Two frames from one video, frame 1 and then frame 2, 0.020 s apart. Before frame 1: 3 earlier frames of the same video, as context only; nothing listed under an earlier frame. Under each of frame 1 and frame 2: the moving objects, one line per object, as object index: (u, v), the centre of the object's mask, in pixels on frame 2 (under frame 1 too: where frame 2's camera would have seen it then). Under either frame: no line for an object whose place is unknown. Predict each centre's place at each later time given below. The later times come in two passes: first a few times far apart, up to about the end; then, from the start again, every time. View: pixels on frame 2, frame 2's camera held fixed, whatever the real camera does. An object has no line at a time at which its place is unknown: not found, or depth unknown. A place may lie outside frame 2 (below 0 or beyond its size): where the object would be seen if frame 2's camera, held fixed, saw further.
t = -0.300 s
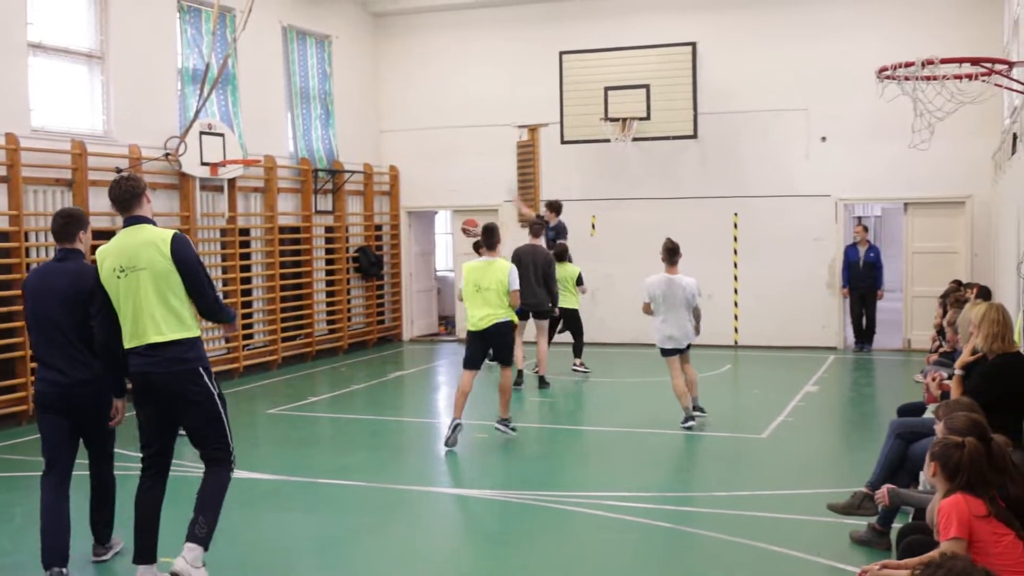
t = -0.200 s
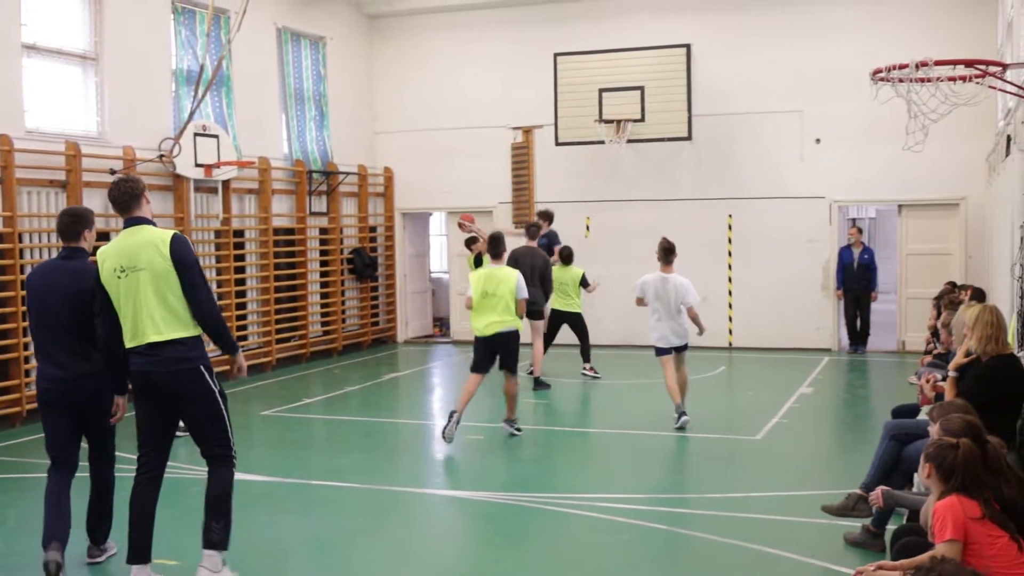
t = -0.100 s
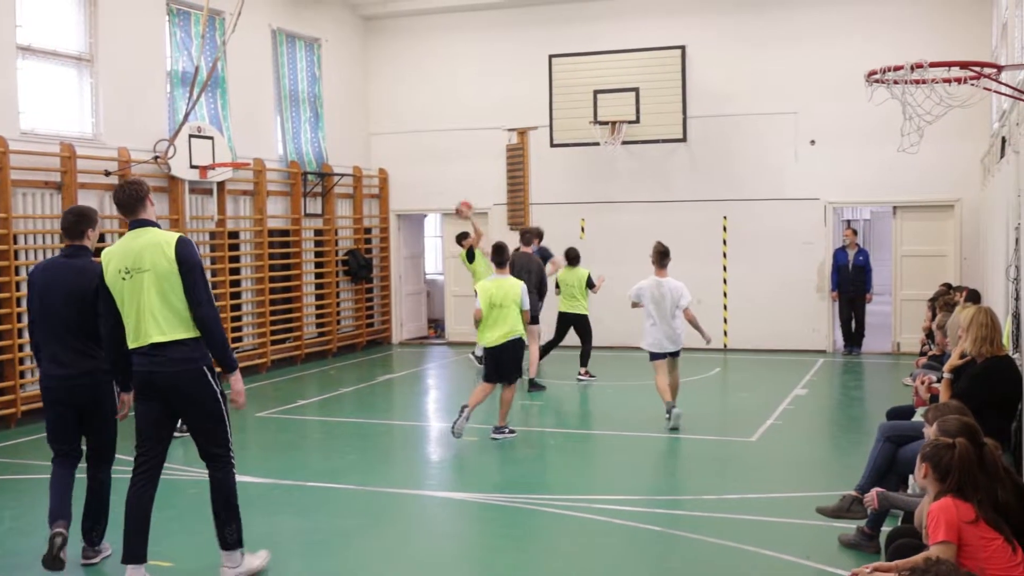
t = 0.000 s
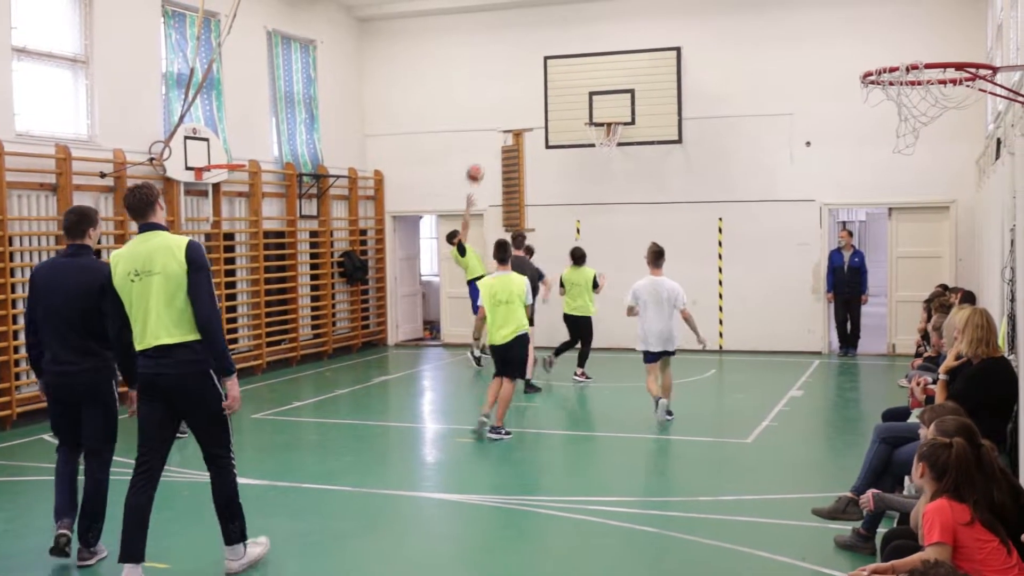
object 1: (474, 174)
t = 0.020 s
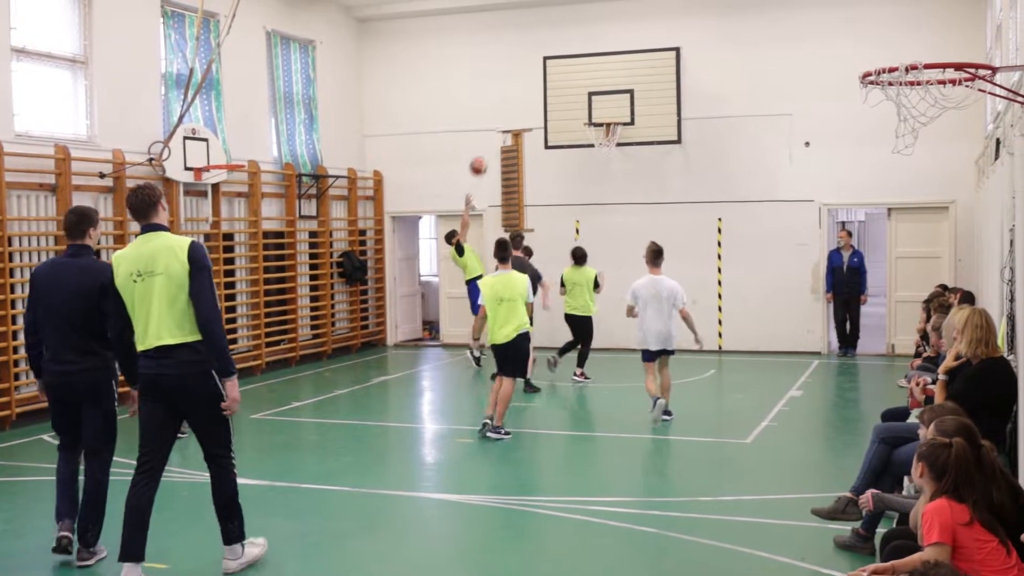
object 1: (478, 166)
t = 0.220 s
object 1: (518, 108)
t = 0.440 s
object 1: (557, 80)
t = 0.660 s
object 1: (577, 89)
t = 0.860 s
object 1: (598, 115)
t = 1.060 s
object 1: (603, 132)
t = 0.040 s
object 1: (482, 159)
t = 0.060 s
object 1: (486, 152)
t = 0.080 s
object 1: (490, 146)
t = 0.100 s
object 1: (494, 139)
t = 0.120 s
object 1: (498, 134)
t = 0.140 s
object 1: (502, 127)
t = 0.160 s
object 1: (506, 123)
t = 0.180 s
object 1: (510, 117)
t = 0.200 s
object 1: (514, 112)
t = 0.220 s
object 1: (518, 108)
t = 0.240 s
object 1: (522, 104)
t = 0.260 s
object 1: (526, 100)
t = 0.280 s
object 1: (529, 96)
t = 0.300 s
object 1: (533, 93)
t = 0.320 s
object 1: (537, 90)
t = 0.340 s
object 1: (542, 88)
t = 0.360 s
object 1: (545, 85)
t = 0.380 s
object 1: (549, 84)
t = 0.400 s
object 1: (553, 83)
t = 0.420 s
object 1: (556, 81)
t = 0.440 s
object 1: (557, 80)
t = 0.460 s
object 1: (559, 79)
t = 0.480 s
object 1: (561, 79)
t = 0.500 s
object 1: (563, 79)
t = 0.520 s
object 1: (565, 79)
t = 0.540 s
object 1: (566, 79)
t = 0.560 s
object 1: (568, 80)
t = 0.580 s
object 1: (569, 83)
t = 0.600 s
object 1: (571, 84)
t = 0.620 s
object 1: (573, 86)
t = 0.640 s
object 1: (575, 88)
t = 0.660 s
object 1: (577, 89)
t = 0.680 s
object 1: (578, 92)
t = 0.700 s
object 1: (580, 96)
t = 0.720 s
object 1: (582, 99)
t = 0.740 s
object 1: (584, 103)
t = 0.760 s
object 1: (586, 107)
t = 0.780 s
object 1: (587, 111)
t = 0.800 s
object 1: (589, 115)
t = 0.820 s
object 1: (592, 115)
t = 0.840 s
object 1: (595, 115)
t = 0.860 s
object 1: (598, 115)
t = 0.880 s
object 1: (601, 116)
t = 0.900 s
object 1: (604, 119)
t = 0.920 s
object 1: (606, 120)
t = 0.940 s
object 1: (608, 121)
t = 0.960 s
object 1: (608, 122)
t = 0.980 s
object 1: (606, 123)
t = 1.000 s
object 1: (606, 126)
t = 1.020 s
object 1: (605, 127)
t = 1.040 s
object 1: (604, 129)
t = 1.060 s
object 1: (603, 132)
